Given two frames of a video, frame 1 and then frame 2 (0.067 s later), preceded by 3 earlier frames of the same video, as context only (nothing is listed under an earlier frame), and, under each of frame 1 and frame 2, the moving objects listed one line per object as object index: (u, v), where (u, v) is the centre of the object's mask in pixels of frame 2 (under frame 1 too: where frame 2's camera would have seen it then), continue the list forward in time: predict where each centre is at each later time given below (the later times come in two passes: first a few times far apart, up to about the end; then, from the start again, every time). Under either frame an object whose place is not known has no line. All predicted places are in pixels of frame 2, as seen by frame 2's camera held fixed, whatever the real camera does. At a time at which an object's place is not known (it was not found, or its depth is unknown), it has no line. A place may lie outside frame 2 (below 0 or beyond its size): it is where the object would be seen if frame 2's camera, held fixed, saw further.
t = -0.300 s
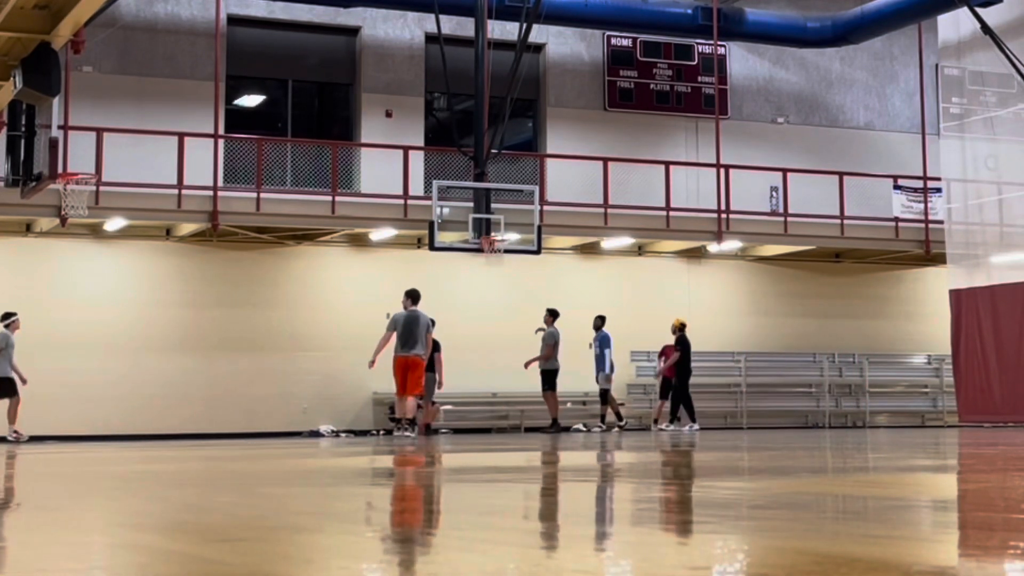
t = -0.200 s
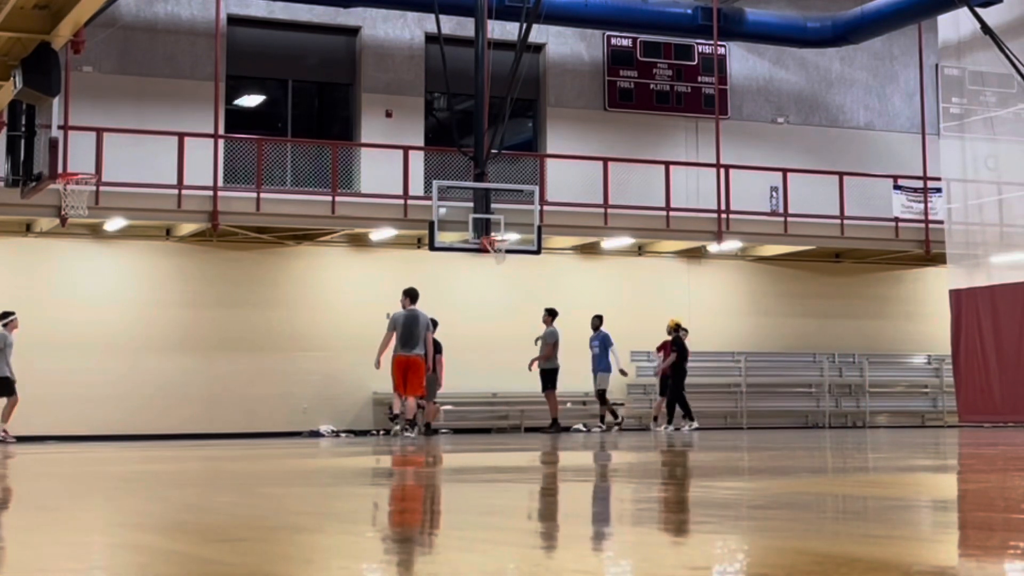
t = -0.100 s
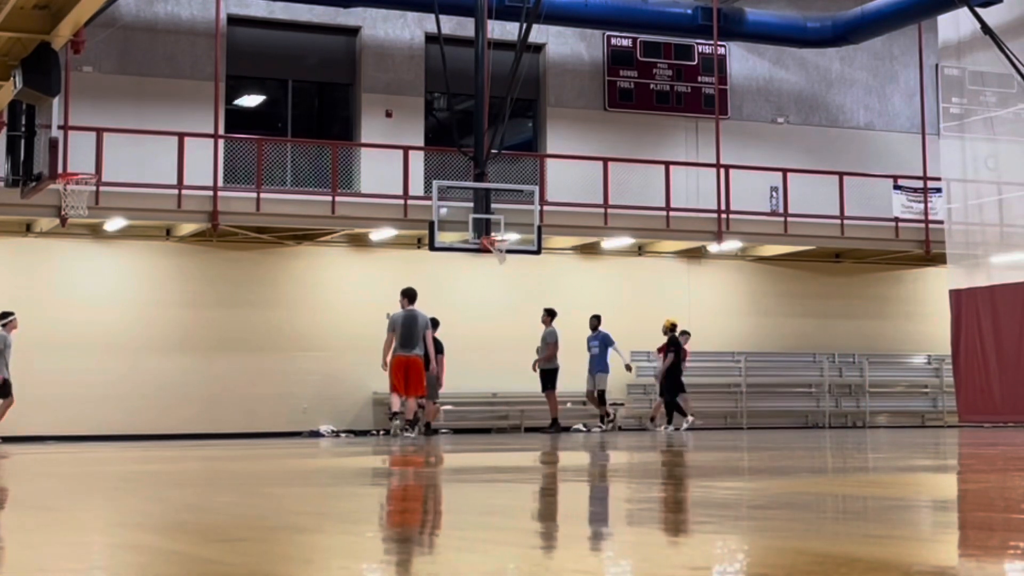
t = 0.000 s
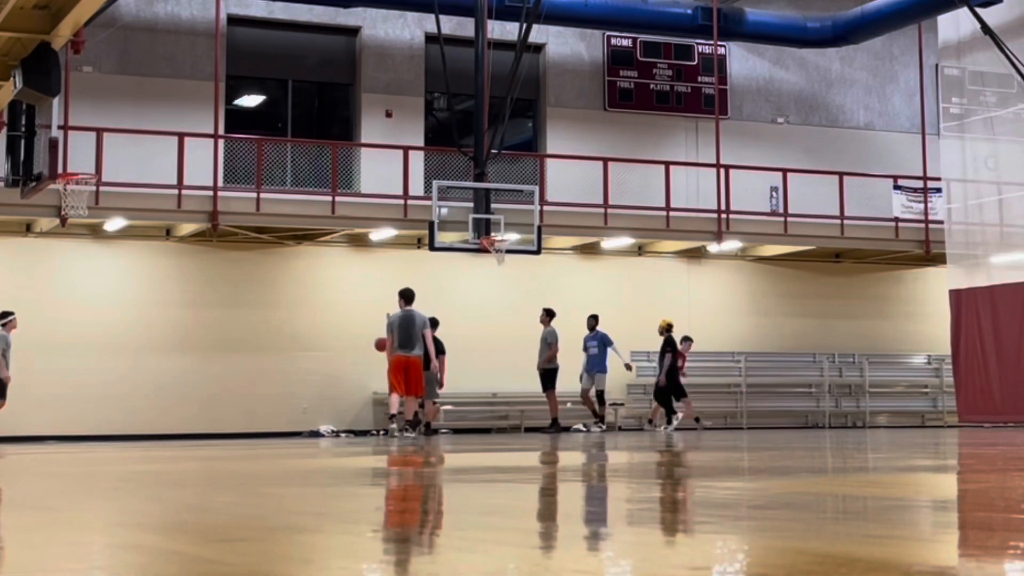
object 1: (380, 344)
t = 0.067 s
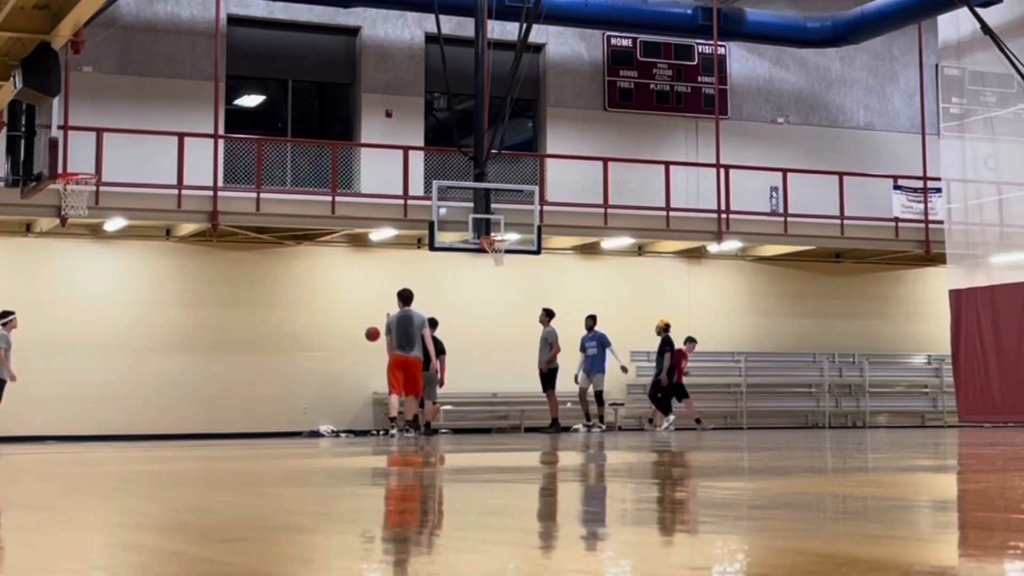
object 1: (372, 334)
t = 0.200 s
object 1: (353, 322)
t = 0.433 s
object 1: (320, 327)
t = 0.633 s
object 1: (291, 359)
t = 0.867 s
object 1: (256, 428)
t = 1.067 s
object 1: (230, 389)
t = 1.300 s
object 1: (199, 367)
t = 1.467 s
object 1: (177, 372)
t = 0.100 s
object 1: (368, 330)
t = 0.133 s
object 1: (363, 327)
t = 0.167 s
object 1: (358, 324)
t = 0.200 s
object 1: (353, 322)
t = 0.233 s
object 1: (349, 321)
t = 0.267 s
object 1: (344, 320)
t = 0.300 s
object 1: (339, 320)
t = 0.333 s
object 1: (334, 321)
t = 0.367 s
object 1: (330, 322)
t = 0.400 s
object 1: (325, 324)
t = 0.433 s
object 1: (320, 327)
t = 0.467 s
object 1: (315, 331)
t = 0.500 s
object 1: (310, 335)
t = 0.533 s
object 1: (305, 340)
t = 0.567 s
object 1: (300, 345)
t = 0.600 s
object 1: (296, 352)
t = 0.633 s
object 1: (291, 359)
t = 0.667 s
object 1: (286, 366)
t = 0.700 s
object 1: (281, 375)
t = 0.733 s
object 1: (276, 384)
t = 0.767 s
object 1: (272, 394)
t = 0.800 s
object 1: (267, 405)
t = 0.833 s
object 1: (262, 416)
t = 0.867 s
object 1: (256, 428)
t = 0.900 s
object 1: (252, 427)
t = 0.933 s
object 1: (248, 418)
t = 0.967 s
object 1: (243, 409)
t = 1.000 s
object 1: (239, 402)
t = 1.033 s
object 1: (235, 395)
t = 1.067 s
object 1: (230, 389)
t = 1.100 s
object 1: (226, 384)
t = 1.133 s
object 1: (221, 380)
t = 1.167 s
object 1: (217, 376)
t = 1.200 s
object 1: (213, 372)
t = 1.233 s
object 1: (208, 370)
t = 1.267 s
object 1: (204, 368)
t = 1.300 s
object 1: (199, 367)
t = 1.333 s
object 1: (195, 367)
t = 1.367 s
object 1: (191, 367)
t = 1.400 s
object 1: (186, 368)
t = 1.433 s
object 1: (182, 370)
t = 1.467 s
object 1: (177, 372)
